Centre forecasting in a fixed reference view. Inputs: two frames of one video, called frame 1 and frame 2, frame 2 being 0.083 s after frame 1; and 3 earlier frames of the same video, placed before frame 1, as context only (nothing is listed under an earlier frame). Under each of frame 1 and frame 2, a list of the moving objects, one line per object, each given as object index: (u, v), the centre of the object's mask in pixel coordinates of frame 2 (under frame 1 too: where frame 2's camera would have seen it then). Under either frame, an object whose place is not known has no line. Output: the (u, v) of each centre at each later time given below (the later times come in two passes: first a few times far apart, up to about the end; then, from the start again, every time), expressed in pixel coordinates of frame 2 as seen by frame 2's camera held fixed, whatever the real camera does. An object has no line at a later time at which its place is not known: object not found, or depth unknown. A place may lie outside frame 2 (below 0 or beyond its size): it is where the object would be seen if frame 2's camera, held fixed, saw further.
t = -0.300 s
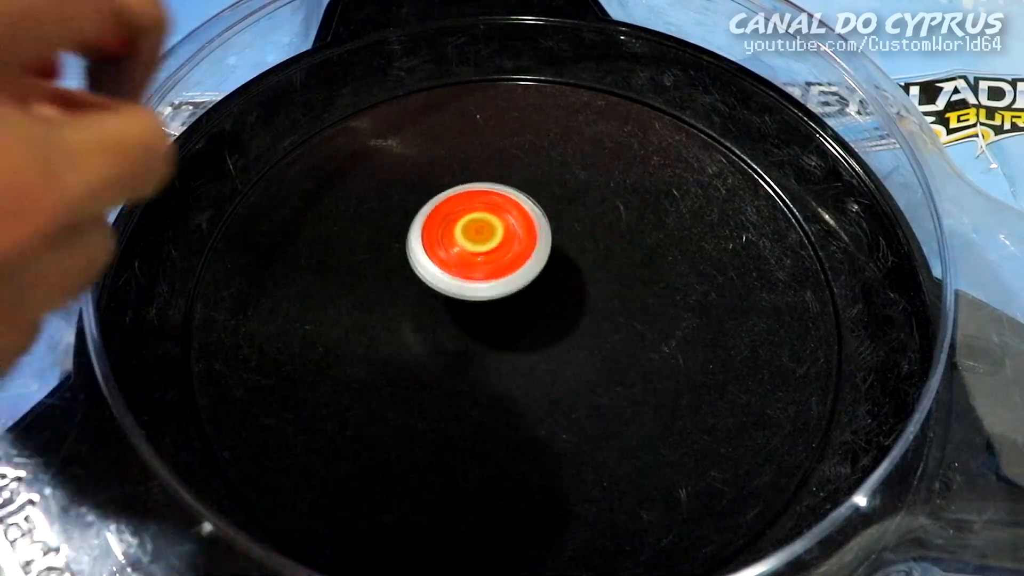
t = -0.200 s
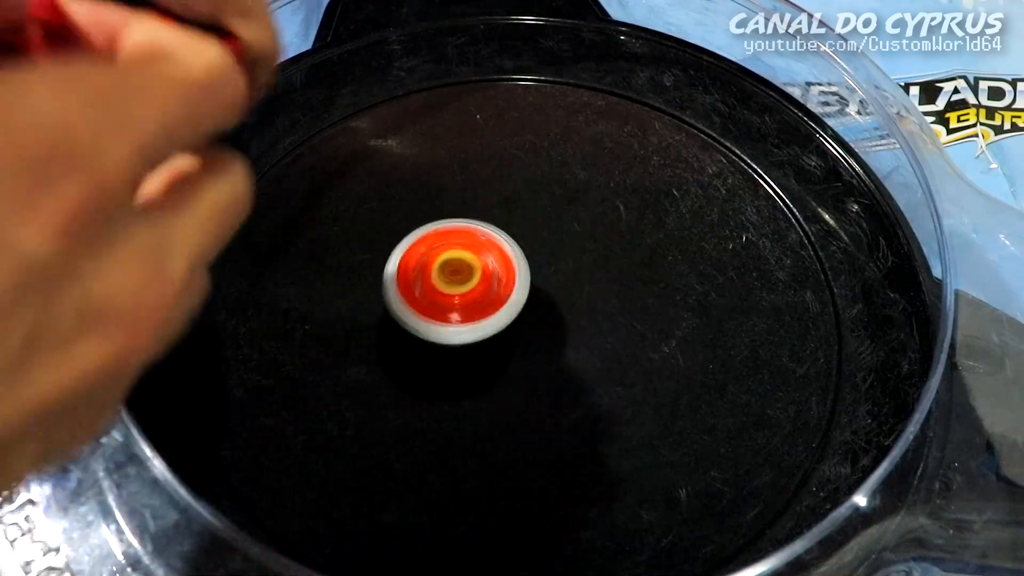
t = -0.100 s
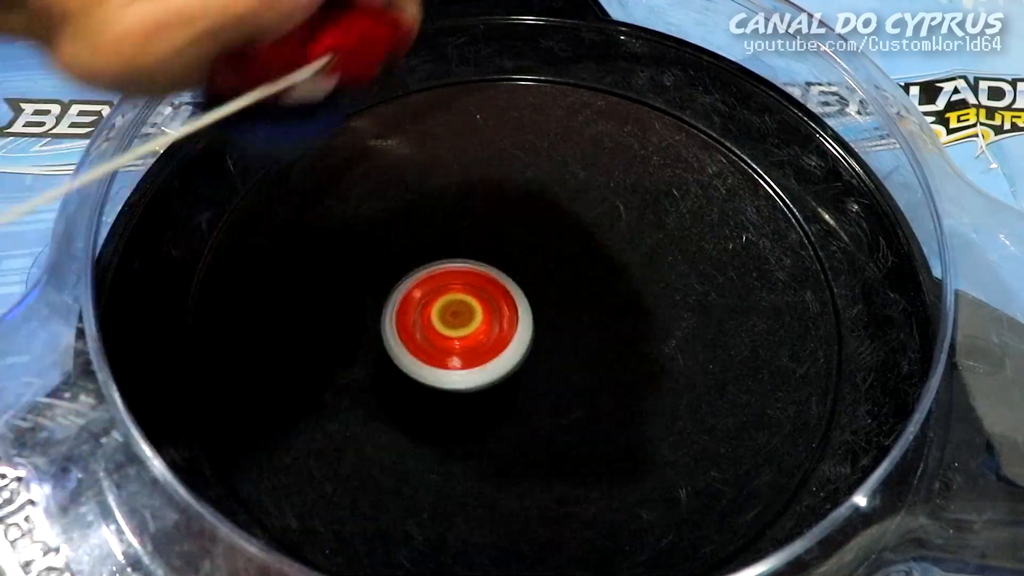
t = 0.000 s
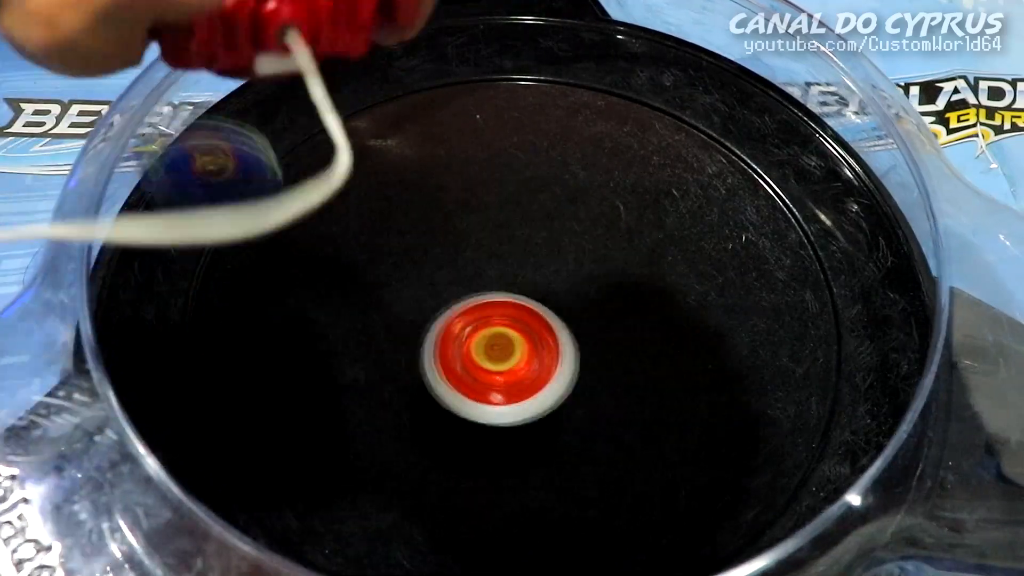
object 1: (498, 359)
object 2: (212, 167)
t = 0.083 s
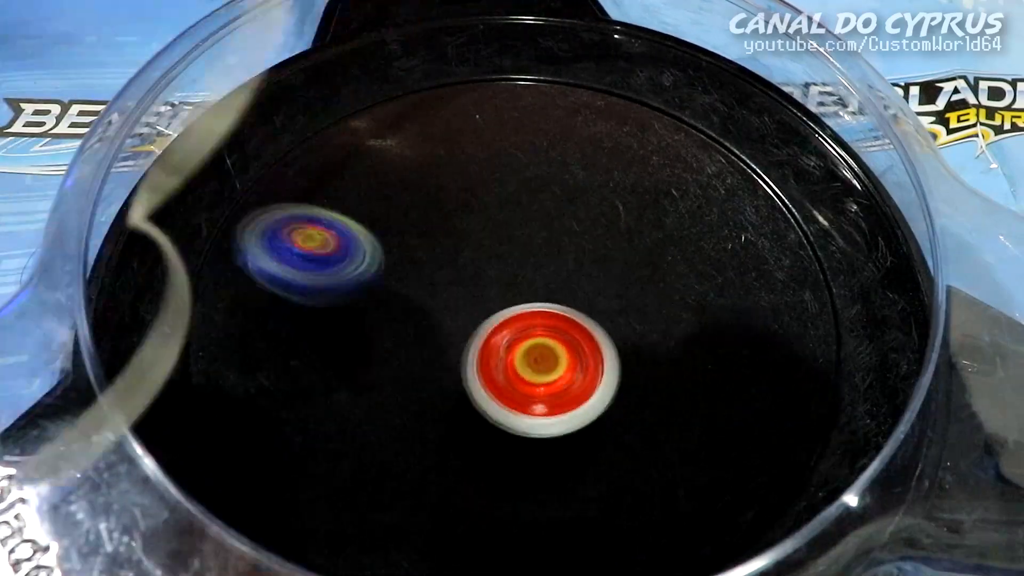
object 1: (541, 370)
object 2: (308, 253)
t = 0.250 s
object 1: (730, 340)
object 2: (392, 288)
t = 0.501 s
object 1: (724, 245)
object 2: (329, 213)
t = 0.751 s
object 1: (516, 241)
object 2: (362, 243)
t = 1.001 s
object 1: (617, 363)
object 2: (207, 244)
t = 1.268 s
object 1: (561, 338)
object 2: (393, 257)
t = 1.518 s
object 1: (562, 367)
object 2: (530, 108)
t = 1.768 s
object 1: (565, 369)
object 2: (483, 107)
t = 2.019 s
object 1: (521, 380)
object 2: (480, 228)
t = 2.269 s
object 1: (469, 395)
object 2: (686, 191)
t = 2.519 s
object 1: (483, 362)
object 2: (646, 102)
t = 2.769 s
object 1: (423, 349)
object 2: (503, 248)
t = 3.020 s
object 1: (452, 409)
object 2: (741, 357)
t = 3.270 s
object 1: (482, 311)
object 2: (792, 232)
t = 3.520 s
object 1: (397, 328)
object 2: (508, 218)
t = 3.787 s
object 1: (462, 456)
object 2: (494, 298)
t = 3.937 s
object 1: (558, 442)
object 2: (544, 257)
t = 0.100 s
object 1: (547, 368)
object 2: (333, 265)
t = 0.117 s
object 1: (552, 366)
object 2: (359, 282)
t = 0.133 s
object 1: (560, 362)
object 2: (387, 303)
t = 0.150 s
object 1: (567, 359)
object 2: (415, 317)
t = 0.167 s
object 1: (583, 355)
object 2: (431, 320)
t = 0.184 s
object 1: (617, 355)
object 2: (424, 317)
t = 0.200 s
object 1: (651, 356)
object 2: (415, 307)
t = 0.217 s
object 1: (678, 352)
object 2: (407, 302)
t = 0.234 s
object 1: (705, 346)
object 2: (399, 298)
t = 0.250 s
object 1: (730, 340)
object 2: (392, 288)
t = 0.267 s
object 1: (750, 331)
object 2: (384, 281)
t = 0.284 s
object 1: (765, 324)
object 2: (378, 277)
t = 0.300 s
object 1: (779, 318)
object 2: (371, 269)
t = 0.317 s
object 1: (787, 308)
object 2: (365, 262)
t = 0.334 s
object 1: (792, 301)
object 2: (359, 254)
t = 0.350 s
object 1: (796, 296)
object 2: (354, 249)
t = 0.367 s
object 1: (797, 286)
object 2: (349, 243)
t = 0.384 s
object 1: (794, 277)
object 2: (345, 237)
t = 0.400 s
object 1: (790, 273)
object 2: (341, 232)
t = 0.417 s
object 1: (784, 269)
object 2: (338, 227)
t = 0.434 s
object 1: (775, 262)
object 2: (335, 223)
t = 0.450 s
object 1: (763, 257)
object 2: (333, 219)
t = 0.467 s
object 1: (750, 254)
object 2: (331, 216)
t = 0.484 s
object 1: (738, 249)
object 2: (329, 214)
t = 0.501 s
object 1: (724, 245)
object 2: (329, 213)
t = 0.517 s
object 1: (708, 241)
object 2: (328, 211)
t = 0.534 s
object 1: (691, 238)
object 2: (329, 211)
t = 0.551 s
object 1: (675, 235)
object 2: (330, 211)
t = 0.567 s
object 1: (658, 232)
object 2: (332, 212)
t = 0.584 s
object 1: (640, 229)
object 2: (334, 213)
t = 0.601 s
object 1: (622, 226)
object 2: (337, 215)
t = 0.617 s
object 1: (606, 223)
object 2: (340, 218)
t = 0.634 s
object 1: (591, 221)
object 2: (344, 221)
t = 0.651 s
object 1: (576, 221)
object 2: (347, 223)
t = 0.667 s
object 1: (561, 223)
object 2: (353, 227)
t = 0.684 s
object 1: (548, 225)
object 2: (357, 230)
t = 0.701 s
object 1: (536, 228)
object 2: (363, 234)
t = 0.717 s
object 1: (523, 232)
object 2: (368, 238)
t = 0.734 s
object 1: (513, 236)
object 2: (373, 241)
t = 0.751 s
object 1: (516, 241)
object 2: (362, 243)
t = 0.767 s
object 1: (522, 247)
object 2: (345, 245)
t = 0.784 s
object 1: (529, 256)
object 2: (331, 246)
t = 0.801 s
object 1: (537, 266)
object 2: (315, 246)
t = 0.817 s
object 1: (545, 277)
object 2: (302, 247)
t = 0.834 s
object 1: (553, 287)
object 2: (287, 247)
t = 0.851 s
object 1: (564, 300)
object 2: (275, 246)
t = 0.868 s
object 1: (574, 311)
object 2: (263, 246)
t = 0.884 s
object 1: (583, 320)
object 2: (252, 245)
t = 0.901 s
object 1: (591, 328)
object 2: (243, 244)
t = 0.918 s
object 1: (598, 335)
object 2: (234, 242)
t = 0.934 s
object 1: (605, 342)
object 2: (226, 241)
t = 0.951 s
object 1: (609, 349)
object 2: (218, 241)
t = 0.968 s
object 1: (614, 354)
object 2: (212, 240)
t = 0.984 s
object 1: (616, 359)
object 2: (206, 241)
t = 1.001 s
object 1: (617, 363)
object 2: (207, 244)
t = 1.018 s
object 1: (616, 367)
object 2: (211, 248)
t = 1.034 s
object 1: (615, 368)
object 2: (214, 252)
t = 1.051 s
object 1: (612, 369)
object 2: (220, 256)
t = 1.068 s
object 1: (609, 367)
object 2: (226, 261)
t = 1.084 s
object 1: (606, 367)
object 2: (233, 265)
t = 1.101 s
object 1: (603, 366)
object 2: (243, 269)
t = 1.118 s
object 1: (600, 365)
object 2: (253, 272)
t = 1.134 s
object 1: (595, 362)
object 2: (266, 274)
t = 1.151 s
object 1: (590, 359)
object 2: (278, 276)
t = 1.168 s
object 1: (585, 355)
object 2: (292, 276)
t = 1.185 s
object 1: (581, 352)
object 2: (310, 276)
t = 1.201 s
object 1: (577, 348)
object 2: (325, 274)
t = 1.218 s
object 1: (574, 344)
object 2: (343, 270)
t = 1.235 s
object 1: (570, 343)
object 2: (358, 267)
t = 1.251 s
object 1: (565, 340)
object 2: (374, 262)
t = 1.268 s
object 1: (561, 338)
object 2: (393, 257)
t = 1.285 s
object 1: (557, 333)
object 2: (408, 252)
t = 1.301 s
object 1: (553, 330)
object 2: (424, 245)
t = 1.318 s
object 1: (549, 326)
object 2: (441, 239)
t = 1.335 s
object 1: (546, 324)
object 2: (455, 232)
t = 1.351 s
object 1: (545, 323)
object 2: (468, 223)
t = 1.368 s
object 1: (546, 327)
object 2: (478, 211)
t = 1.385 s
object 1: (545, 330)
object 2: (487, 197)
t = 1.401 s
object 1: (545, 333)
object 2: (495, 184)
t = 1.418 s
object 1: (545, 338)
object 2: (503, 172)
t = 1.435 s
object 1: (546, 342)
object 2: (509, 159)
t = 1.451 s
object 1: (547, 348)
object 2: (515, 147)
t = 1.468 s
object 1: (549, 353)
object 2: (520, 137)
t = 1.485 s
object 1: (552, 359)
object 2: (524, 127)
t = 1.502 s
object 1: (556, 363)
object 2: (526, 117)
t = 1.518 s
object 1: (562, 367)
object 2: (530, 108)
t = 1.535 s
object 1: (569, 370)
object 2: (531, 100)
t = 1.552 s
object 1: (576, 372)
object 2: (531, 93)
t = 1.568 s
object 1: (582, 373)
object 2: (532, 88)
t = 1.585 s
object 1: (587, 373)
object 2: (530, 83)
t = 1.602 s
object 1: (590, 373)
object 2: (528, 80)
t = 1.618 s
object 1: (592, 373)
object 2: (527, 78)
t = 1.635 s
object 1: (593, 373)
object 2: (523, 77)
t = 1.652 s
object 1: (592, 372)
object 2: (520, 77)
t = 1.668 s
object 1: (591, 371)
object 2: (516, 79)
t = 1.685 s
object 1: (588, 370)
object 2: (511, 81)
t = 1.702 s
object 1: (584, 369)
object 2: (506, 85)
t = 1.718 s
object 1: (580, 368)
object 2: (501, 89)
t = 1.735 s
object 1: (575, 368)
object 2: (494, 95)
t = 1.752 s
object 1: (571, 368)
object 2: (488, 100)
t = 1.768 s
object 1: (565, 369)
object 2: (483, 107)
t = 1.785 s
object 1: (559, 371)
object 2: (476, 115)
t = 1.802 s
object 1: (554, 374)
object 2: (470, 122)
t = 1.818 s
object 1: (549, 376)
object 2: (465, 130)
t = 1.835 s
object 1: (544, 377)
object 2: (459, 139)
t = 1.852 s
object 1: (541, 378)
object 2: (455, 147)
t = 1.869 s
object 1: (538, 378)
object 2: (452, 155)
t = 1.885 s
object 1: (537, 378)
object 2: (449, 164)
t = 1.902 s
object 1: (535, 377)
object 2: (448, 172)
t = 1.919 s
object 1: (534, 377)
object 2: (449, 181)
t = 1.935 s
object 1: (534, 376)
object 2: (450, 190)
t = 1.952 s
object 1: (533, 377)
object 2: (453, 197)
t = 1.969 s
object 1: (532, 377)
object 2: (459, 205)
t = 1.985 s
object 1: (529, 378)
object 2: (465, 214)
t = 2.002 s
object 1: (525, 379)
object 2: (472, 221)
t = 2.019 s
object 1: (521, 380)
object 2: (480, 228)
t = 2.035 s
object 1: (516, 380)
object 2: (490, 236)
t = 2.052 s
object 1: (511, 380)
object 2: (499, 241)
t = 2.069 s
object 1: (506, 379)
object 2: (509, 246)
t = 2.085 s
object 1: (501, 377)
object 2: (522, 252)
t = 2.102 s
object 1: (497, 375)
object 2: (533, 257)
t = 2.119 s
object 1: (493, 373)
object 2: (546, 260)
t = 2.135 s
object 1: (486, 374)
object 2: (563, 256)
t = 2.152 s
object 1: (480, 376)
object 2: (581, 251)
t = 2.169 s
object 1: (474, 379)
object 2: (598, 244)
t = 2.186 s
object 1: (470, 382)
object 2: (616, 236)
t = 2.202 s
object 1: (467, 384)
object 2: (633, 227)
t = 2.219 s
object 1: (466, 388)
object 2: (649, 219)
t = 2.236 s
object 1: (465, 391)
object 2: (662, 210)
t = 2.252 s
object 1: (466, 393)
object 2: (676, 200)
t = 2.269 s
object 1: (469, 395)
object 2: (686, 191)
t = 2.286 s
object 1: (473, 396)
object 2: (698, 180)
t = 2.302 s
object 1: (478, 396)
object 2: (704, 171)
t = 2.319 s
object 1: (483, 395)
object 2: (711, 161)
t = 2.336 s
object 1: (488, 395)
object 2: (714, 151)
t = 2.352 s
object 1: (492, 395)
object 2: (717, 142)
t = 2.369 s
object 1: (496, 395)
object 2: (718, 133)
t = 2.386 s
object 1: (499, 394)
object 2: (716, 124)
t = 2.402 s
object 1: (499, 392)
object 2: (714, 116)
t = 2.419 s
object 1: (500, 389)
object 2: (710, 109)
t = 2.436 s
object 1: (499, 384)
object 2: (704, 105)
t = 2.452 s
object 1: (497, 379)
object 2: (692, 104)
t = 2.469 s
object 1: (495, 374)
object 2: (682, 103)
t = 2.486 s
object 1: (491, 370)
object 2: (671, 102)
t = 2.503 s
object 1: (487, 366)
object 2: (659, 102)
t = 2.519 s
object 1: (483, 362)
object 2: (646, 102)
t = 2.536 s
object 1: (479, 359)
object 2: (632, 102)
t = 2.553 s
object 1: (475, 356)
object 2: (620, 102)
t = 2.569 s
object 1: (471, 354)
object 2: (607, 103)
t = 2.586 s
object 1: (467, 352)
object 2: (594, 106)
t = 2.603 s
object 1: (463, 351)
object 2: (580, 110)
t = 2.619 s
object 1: (460, 350)
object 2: (567, 116)
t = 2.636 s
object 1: (456, 350)
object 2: (555, 124)
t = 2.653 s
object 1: (453, 349)
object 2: (544, 135)
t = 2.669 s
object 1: (449, 349)
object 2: (531, 149)
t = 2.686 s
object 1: (446, 350)
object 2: (522, 162)
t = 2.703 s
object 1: (442, 350)
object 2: (515, 179)
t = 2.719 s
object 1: (438, 349)
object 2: (509, 195)
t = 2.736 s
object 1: (434, 349)
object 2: (504, 215)
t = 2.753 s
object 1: (430, 348)
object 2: (501, 233)
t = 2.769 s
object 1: (423, 349)
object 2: (503, 248)
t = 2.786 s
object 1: (411, 354)
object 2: (514, 256)
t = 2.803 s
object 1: (401, 359)
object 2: (526, 266)
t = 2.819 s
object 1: (394, 364)
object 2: (538, 276)
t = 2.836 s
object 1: (388, 369)
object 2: (551, 286)
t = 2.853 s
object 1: (385, 374)
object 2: (567, 297)
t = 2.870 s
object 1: (385, 380)
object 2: (583, 307)
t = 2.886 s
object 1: (386, 385)
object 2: (601, 319)
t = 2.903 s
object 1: (389, 391)
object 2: (619, 329)
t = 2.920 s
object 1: (394, 395)
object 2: (635, 336)
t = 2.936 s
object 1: (401, 400)
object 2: (654, 344)
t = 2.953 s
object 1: (409, 405)
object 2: (674, 350)
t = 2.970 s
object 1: (419, 408)
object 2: (691, 354)
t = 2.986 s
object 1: (430, 410)
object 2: (710, 357)
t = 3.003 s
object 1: (441, 411)
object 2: (726, 358)
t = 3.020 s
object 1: (452, 409)
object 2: (741, 357)
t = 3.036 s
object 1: (463, 406)
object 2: (757, 355)
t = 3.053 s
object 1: (472, 402)
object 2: (772, 351)
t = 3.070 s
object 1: (481, 396)
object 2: (785, 347)
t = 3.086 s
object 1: (488, 389)
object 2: (796, 340)
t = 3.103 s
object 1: (494, 382)
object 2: (806, 333)
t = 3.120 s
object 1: (498, 375)
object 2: (814, 325)
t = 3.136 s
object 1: (501, 367)
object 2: (821, 316)
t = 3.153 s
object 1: (502, 358)
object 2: (826, 307)
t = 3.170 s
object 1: (502, 349)
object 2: (830, 297)
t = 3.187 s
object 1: (501, 341)
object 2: (830, 285)
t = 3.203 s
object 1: (499, 334)
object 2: (826, 274)
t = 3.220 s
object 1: (496, 328)
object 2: (820, 264)
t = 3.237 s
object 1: (492, 322)
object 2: (812, 254)
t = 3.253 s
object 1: (488, 316)
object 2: (802, 243)
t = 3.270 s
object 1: (482, 311)
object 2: (792, 232)
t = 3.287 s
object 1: (474, 305)
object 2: (780, 222)
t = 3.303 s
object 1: (467, 301)
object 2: (766, 213)
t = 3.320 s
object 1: (459, 297)
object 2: (749, 205)
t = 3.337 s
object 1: (451, 295)
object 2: (731, 198)
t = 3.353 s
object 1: (444, 294)
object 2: (712, 194)
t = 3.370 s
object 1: (436, 295)
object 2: (690, 192)
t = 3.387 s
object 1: (430, 296)
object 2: (666, 191)
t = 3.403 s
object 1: (425, 297)
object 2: (643, 191)
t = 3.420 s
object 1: (422, 299)
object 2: (620, 193)
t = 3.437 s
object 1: (420, 301)
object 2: (596, 197)
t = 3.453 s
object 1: (419, 303)
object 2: (572, 203)
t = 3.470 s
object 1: (420, 306)
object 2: (549, 210)
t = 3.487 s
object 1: (421, 308)
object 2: (526, 218)
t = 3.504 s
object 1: (412, 315)
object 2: (510, 222)
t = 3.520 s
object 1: (397, 328)
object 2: (508, 218)
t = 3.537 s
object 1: (384, 340)
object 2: (507, 215)
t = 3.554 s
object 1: (375, 351)
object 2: (506, 213)
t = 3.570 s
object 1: (368, 361)
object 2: (504, 213)
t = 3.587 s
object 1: (363, 371)
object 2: (502, 215)
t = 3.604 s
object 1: (362, 380)
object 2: (500, 219)
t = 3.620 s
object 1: (361, 389)
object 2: (497, 224)
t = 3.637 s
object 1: (364, 398)
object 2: (495, 230)
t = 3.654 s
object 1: (369, 407)
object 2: (492, 238)
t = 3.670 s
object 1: (377, 415)
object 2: (490, 247)
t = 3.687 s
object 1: (387, 421)
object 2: (486, 258)
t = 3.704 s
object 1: (398, 425)
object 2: (482, 270)
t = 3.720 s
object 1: (412, 428)
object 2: (478, 284)
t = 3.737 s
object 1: (429, 430)
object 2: (475, 298)
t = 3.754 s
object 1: (444, 434)
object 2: (476, 310)
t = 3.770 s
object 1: (454, 445)
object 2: (484, 305)
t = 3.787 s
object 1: (462, 456)
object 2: (494, 298)
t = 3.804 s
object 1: (472, 466)
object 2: (503, 292)
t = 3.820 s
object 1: (483, 472)
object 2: (511, 287)
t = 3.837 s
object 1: (493, 475)
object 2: (520, 283)
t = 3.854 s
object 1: (505, 475)
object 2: (525, 279)
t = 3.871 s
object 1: (517, 473)
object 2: (531, 275)
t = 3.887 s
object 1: (527, 469)
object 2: (536, 271)
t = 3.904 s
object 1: (538, 462)
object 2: (539, 266)
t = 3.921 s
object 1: (549, 452)
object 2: (542, 262)
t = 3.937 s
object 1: (558, 442)
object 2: (544, 257)
